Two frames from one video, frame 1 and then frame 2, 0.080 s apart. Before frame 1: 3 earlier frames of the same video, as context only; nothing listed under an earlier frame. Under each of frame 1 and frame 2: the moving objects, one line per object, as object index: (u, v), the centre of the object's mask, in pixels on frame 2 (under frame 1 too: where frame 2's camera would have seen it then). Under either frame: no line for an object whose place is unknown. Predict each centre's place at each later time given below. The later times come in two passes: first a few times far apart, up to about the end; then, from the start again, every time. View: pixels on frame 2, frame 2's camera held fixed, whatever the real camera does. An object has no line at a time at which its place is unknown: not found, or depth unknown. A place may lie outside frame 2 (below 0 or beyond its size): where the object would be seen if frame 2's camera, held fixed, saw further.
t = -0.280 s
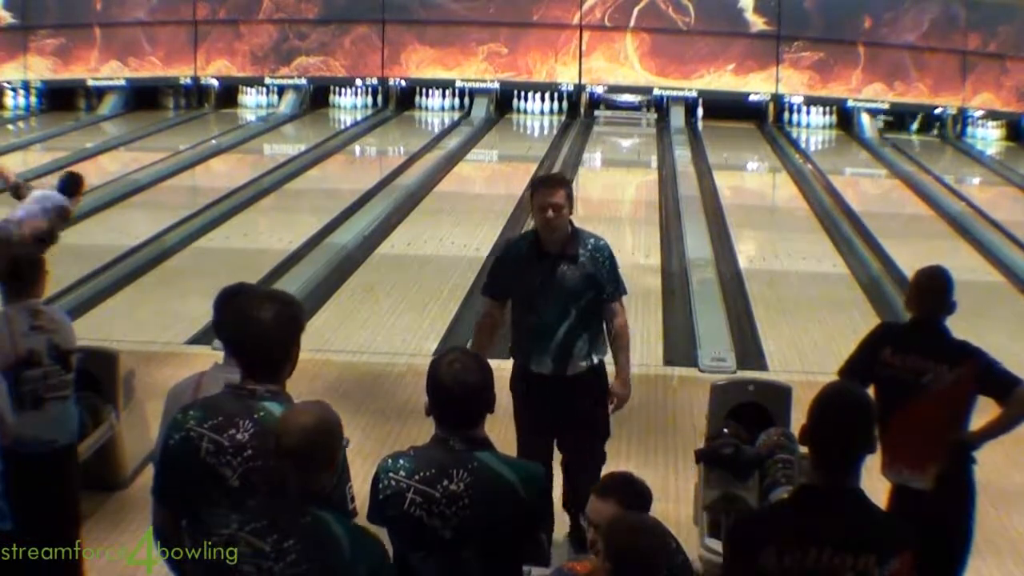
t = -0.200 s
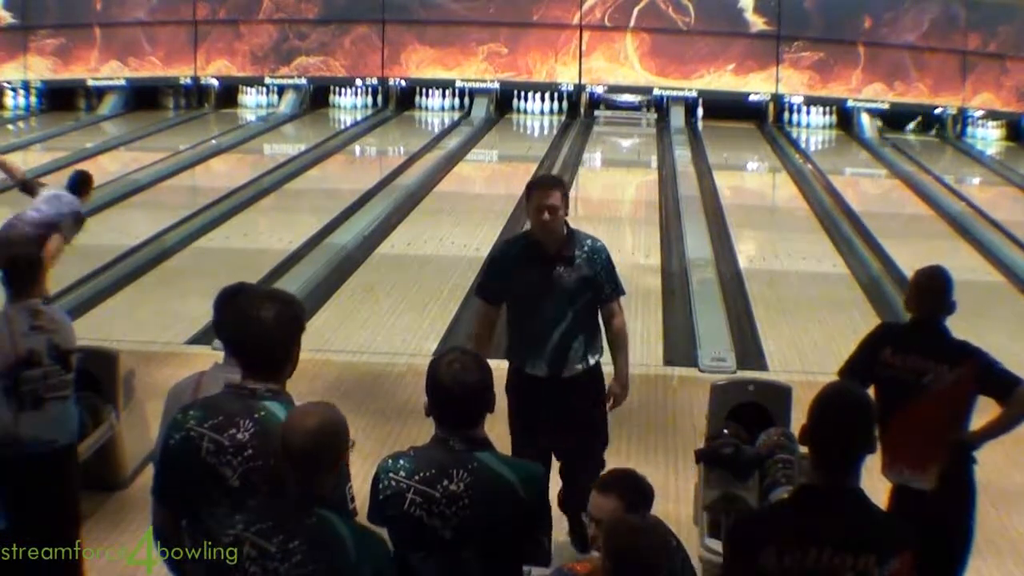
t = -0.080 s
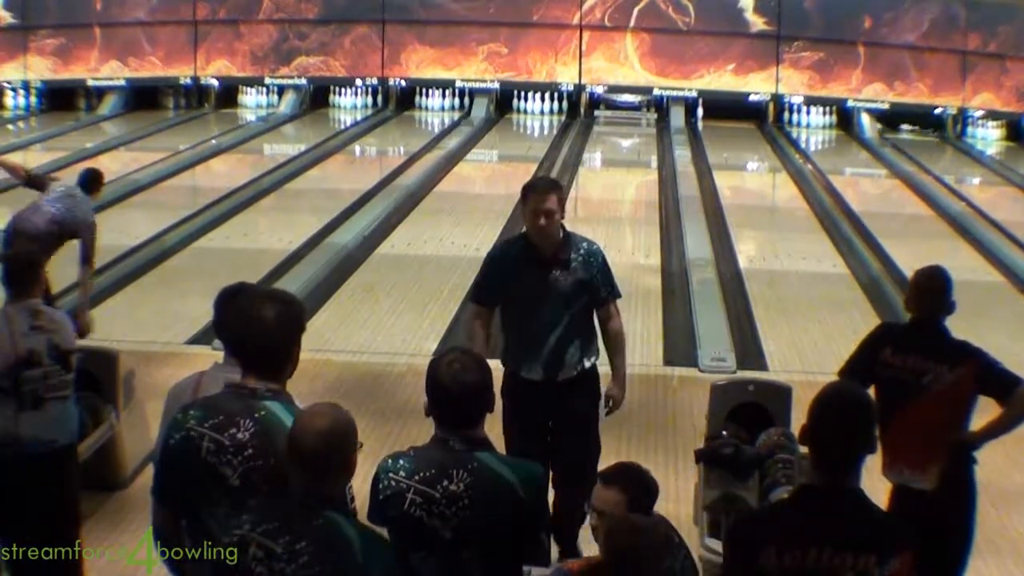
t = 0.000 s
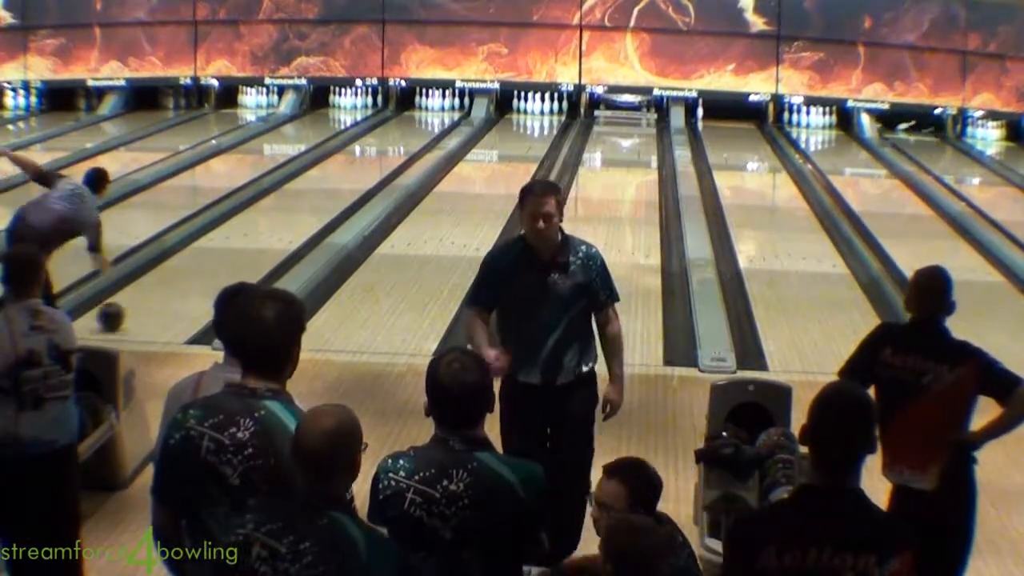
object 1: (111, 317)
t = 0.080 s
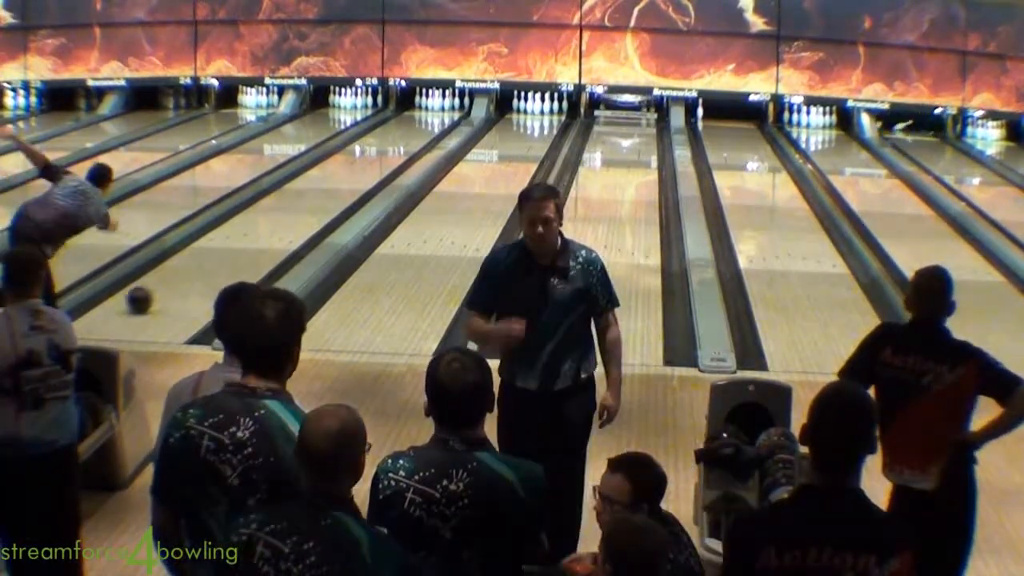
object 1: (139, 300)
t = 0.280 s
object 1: (201, 263)
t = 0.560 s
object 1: (269, 222)
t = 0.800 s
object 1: (314, 196)
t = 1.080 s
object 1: (356, 171)
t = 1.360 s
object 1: (389, 151)
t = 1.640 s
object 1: (415, 135)
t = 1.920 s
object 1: (432, 122)
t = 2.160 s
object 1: (441, 113)
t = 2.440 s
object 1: (447, 105)
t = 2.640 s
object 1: (448, 97)
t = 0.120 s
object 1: (152, 293)
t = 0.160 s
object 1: (165, 285)
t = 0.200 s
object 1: (178, 277)
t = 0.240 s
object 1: (190, 270)
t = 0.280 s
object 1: (201, 263)
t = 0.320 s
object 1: (212, 257)
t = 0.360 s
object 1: (223, 251)
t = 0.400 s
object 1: (232, 245)
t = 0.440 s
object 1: (242, 238)
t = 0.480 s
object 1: (251, 233)
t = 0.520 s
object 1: (260, 227)
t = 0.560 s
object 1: (269, 222)
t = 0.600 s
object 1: (277, 217)
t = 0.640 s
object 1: (285, 213)
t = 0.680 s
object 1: (293, 208)
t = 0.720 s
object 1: (300, 204)
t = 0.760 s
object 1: (307, 200)
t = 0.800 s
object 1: (314, 196)
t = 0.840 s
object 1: (321, 192)
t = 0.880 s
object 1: (327, 188)
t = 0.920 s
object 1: (333, 185)
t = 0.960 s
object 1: (339, 181)
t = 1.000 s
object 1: (345, 178)
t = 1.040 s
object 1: (351, 175)
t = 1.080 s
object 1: (356, 171)
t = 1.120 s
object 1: (361, 168)
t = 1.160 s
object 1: (366, 165)
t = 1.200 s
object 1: (371, 162)
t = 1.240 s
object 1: (376, 160)
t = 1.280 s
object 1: (380, 157)
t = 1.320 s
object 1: (385, 154)
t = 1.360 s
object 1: (389, 151)
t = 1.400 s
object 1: (393, 149)
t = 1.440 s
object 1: (397, 147)
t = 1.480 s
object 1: (401, 144)
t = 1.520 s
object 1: (405, 142)
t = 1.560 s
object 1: (408, 139)
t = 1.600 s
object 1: (411, 137)
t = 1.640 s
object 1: (415, 135)
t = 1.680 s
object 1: (418, 133)
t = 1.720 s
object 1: (420, 131)
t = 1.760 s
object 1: (423, 129)
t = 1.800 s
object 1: (425, 127)
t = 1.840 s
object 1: (428, 126)
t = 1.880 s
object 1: (430, 124)
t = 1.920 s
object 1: (432, 122)
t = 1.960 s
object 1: (433, 120)
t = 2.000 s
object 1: (435, 119)
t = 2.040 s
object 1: (437, 117)
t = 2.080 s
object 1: (438, 116)
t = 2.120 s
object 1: (439, 115)
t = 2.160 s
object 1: (441, 113)
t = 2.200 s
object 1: (441, 112)
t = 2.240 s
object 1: (442, 111)
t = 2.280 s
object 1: (443, 109)
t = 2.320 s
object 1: (443, 108)
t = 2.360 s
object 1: (444, 107)
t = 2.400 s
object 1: (445, 106)
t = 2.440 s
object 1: (447, 105)
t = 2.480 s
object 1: (448, 103)
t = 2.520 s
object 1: (451, 100)
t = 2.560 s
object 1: (449, 100)
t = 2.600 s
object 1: (446, 101)
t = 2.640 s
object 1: (448, 97)
